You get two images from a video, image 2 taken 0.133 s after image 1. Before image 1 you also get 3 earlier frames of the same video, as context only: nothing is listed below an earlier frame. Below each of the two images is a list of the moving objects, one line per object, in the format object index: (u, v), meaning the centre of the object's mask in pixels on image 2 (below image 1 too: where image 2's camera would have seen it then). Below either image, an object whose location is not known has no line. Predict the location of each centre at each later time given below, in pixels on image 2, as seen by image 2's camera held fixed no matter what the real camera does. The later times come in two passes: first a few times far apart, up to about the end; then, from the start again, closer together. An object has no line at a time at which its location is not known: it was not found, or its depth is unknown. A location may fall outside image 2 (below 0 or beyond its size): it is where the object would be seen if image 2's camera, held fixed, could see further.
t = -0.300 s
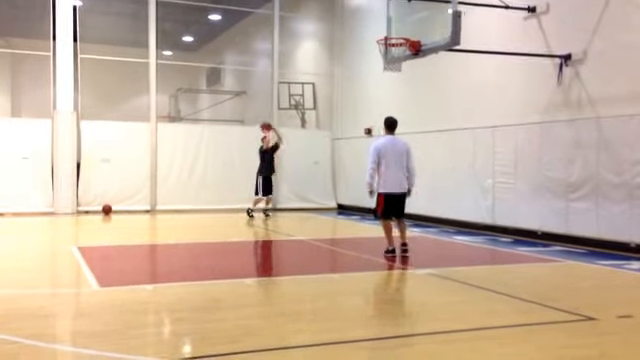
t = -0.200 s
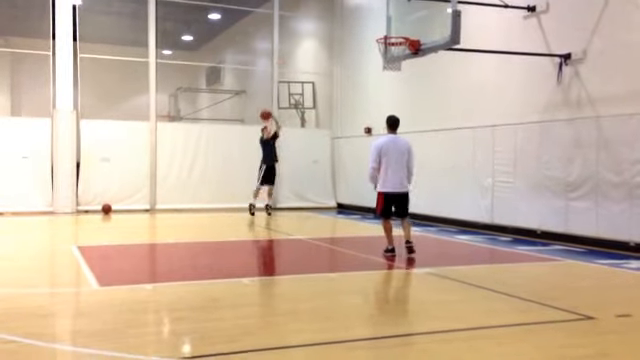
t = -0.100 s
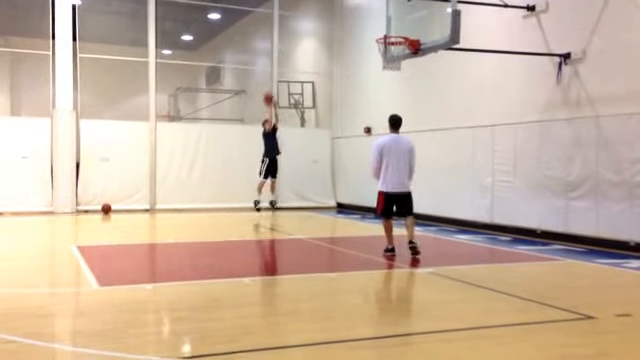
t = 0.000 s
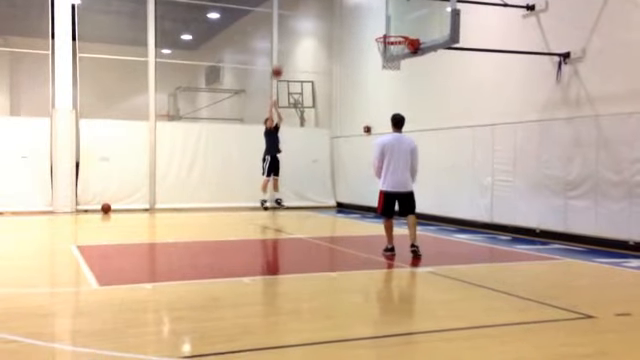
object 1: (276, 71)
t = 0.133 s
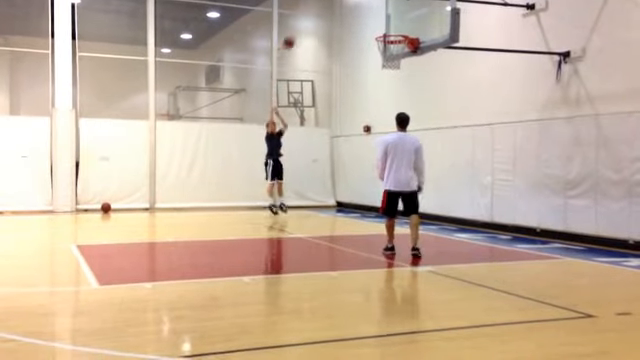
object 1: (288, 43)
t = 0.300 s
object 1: (304, 15)
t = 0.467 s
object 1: (322, 1)
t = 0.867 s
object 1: (374, 22)
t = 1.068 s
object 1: (395, 79)
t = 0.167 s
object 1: (292, 36)
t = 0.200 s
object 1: (295, 30)
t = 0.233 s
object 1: (298, 25)
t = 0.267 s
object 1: (301, 19)
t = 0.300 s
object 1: (304, 15)
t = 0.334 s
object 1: (308, 11)
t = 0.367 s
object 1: (312, 7)
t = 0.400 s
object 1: (315, 4)
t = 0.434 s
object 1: (319, 2)
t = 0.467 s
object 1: (322, 1)
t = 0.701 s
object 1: (351, 1)
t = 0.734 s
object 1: (356, 2)
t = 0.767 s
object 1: (360, 6)
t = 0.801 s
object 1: (365, 10)
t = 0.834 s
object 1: (369, 16)
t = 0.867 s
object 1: (374, 22)
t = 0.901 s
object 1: (379, 28)
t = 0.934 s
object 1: (383, 33)
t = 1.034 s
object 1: (393, 66)
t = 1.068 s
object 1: (395, 79)
